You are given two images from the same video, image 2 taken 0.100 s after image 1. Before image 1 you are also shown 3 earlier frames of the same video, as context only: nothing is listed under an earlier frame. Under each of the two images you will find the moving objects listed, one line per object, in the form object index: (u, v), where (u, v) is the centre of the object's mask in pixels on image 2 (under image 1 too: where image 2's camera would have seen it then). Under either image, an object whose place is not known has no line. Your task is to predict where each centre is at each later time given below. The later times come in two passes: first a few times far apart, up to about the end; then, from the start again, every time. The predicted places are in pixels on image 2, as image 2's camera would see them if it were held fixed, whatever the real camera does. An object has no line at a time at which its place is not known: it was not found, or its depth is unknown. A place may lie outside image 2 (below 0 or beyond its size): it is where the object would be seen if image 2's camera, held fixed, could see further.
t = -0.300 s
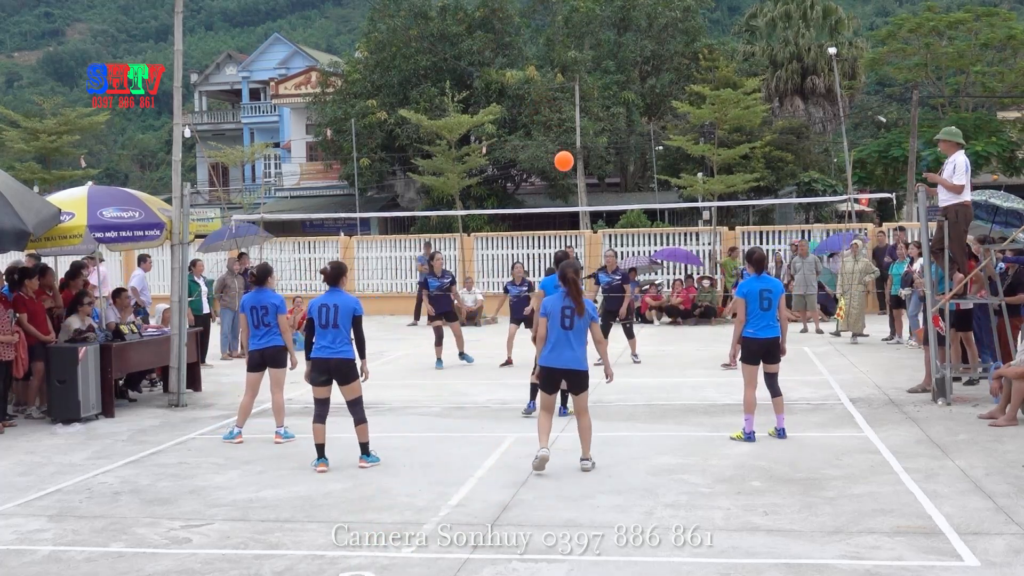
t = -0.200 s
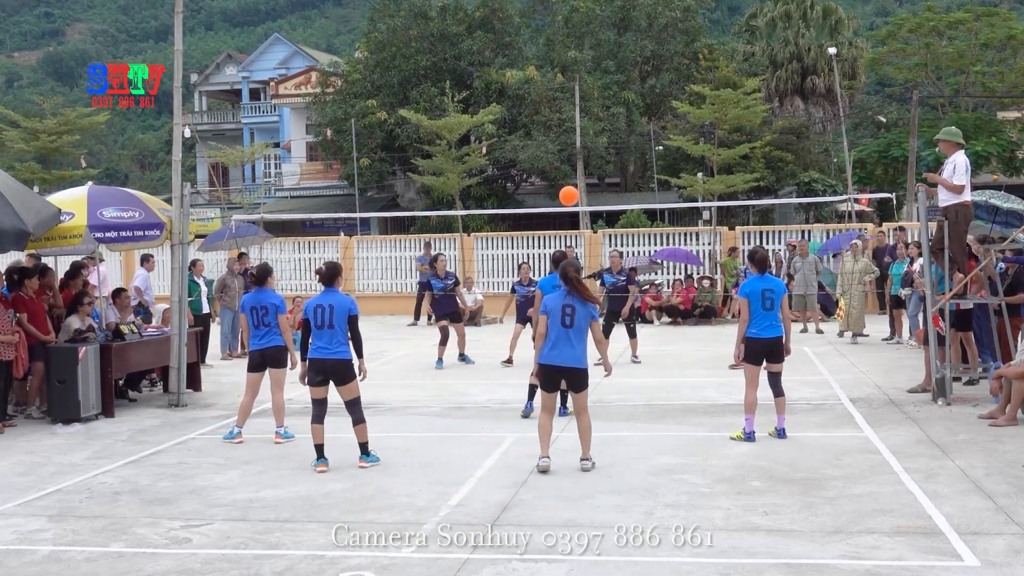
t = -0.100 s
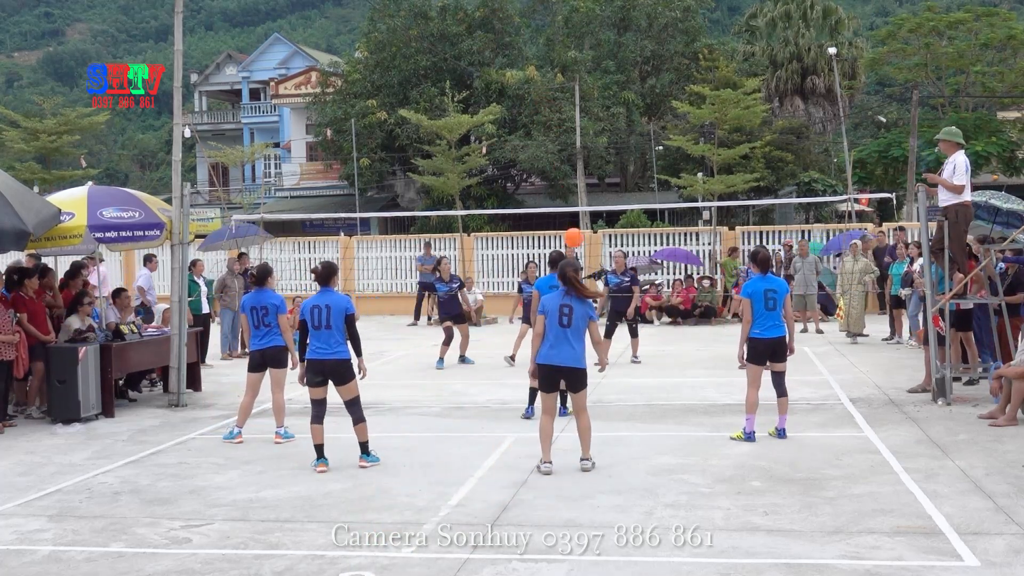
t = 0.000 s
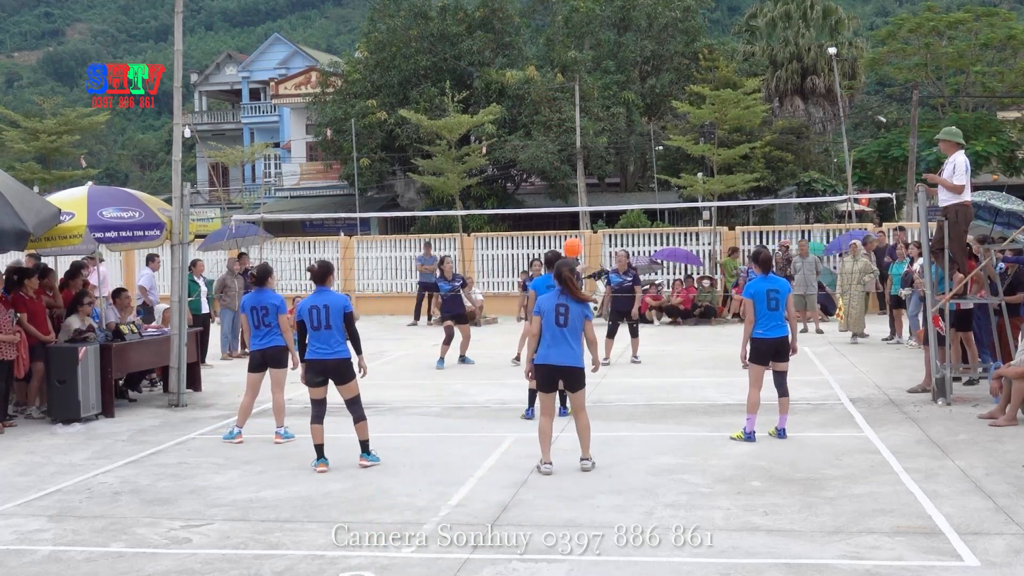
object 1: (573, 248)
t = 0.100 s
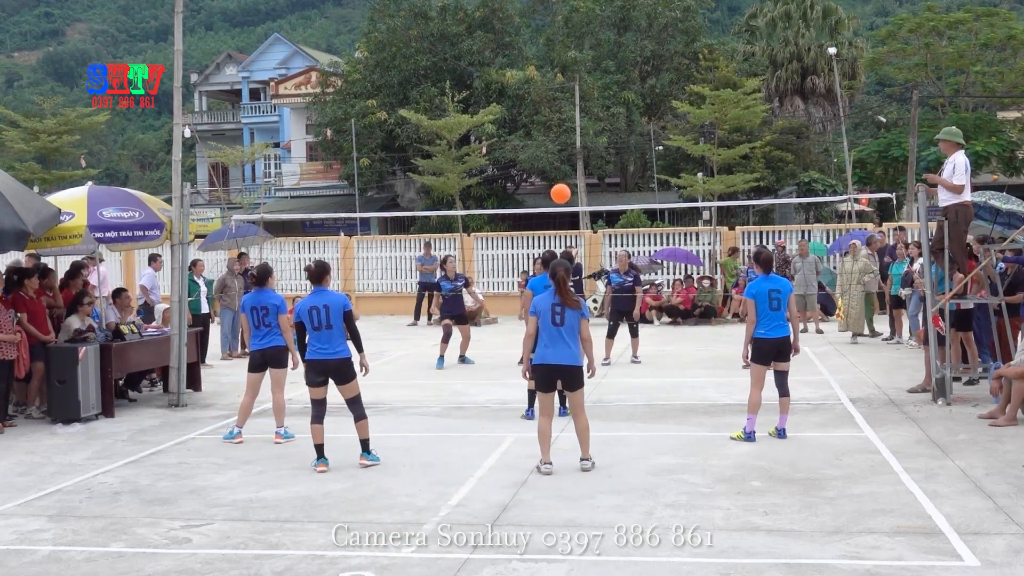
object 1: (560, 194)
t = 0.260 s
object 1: (543, 126)
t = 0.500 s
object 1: (522, 68)
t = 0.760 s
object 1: (501, 58)
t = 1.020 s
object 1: (482, 101)
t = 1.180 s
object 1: (471, 152)
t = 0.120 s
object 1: (558, 184)
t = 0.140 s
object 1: (556, 174)
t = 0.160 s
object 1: (553, 165)
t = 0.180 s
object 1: (551, 157)
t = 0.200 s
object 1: (549, 149)
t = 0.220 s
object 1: (547, 141)
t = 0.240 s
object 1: (545, 133)
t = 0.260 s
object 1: (543, 126)
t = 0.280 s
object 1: (541, 119)
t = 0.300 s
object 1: (539, 113)
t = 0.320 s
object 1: (537, 107)
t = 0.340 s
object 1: (535, 101)
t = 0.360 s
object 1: (534, 96)
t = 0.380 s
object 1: (532, 91)
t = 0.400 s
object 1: (530, 87)
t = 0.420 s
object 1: (528, 82)
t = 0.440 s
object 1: (526, 78)
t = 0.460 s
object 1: (525, 74)
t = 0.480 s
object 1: (523, 71)
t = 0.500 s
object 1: (522, 68)
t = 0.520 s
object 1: (520, 65)
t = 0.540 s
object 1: (518, 63)
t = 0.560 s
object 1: (516, 61)
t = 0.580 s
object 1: (515, 59)
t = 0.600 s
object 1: (513, 58)
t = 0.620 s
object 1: (512, 57)
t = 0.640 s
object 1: (510, 56)
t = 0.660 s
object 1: (508, 55)
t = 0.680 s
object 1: (507, 55)
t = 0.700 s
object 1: (505, 56)
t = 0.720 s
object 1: (504, 56)
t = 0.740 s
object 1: (502, 57)
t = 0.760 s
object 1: (501, 58)
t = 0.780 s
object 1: (499, 59)
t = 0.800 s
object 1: (498, 61)
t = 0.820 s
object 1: (496, 63)
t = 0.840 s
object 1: (495, 66)
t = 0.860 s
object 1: (493, 68)
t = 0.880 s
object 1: (492, 71)
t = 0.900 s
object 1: (490, 74)
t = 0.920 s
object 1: (489, 78)
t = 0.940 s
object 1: (487, 82)
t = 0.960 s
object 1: (486, 86)
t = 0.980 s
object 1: (485, 91)
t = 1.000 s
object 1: (483, 96)
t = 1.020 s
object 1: (482, 101)
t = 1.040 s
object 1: (480, 106)
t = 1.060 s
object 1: (479, 112)
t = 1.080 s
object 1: (478, 118)
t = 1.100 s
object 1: (477, 124)
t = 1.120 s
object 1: (475, 131)
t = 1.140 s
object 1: (474, 137)
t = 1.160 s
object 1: (473, 144)
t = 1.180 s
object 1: (471, 152)
